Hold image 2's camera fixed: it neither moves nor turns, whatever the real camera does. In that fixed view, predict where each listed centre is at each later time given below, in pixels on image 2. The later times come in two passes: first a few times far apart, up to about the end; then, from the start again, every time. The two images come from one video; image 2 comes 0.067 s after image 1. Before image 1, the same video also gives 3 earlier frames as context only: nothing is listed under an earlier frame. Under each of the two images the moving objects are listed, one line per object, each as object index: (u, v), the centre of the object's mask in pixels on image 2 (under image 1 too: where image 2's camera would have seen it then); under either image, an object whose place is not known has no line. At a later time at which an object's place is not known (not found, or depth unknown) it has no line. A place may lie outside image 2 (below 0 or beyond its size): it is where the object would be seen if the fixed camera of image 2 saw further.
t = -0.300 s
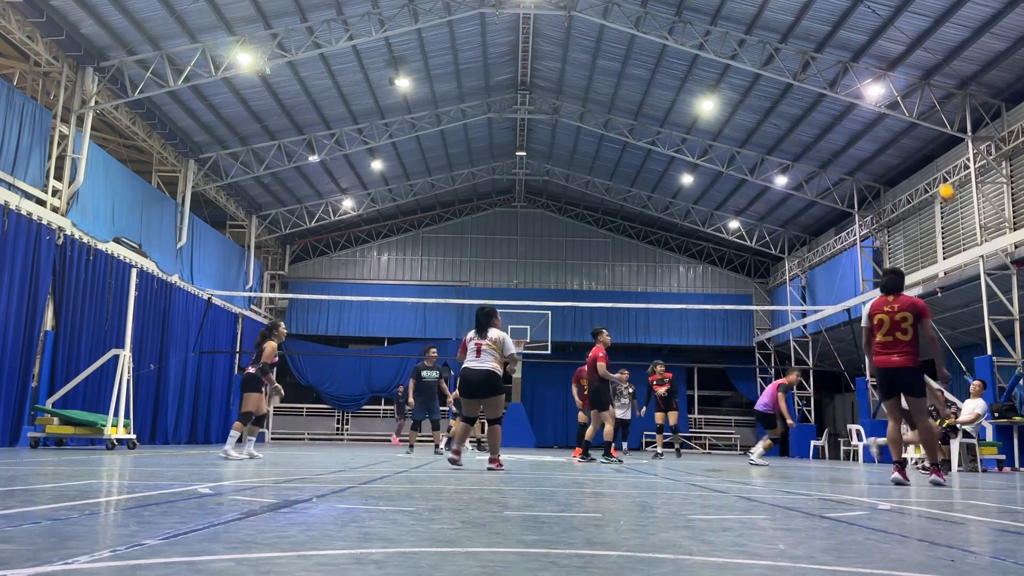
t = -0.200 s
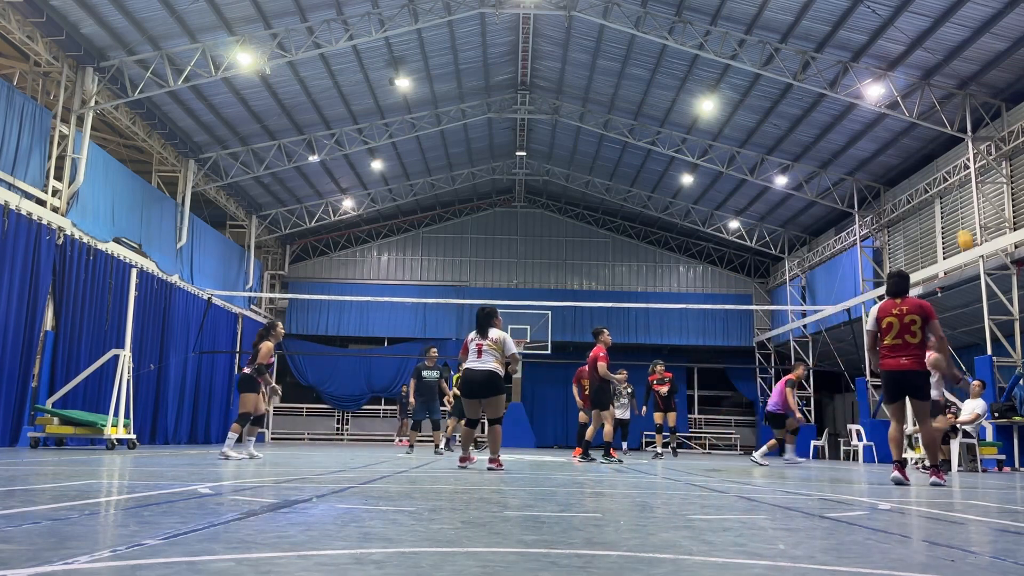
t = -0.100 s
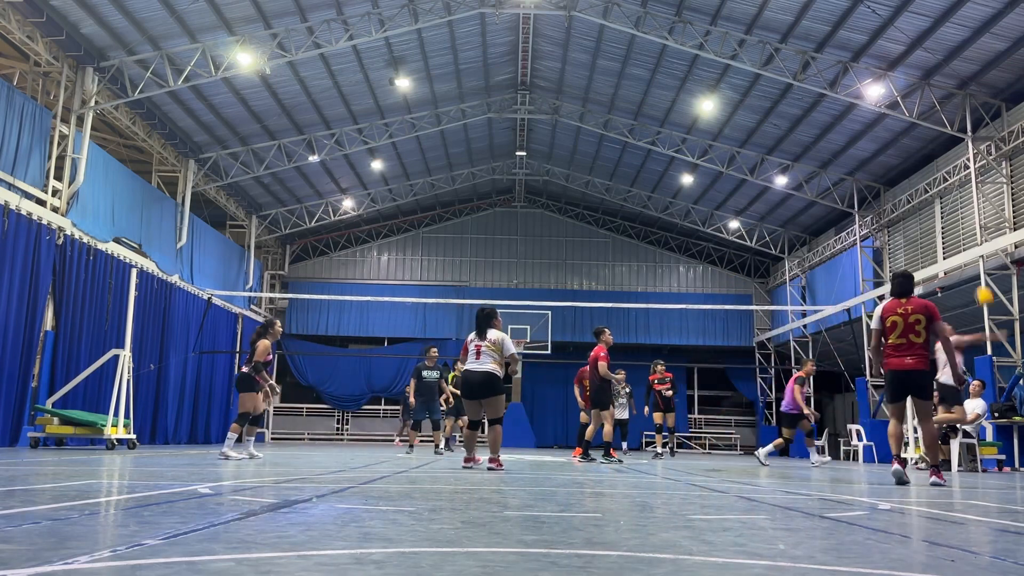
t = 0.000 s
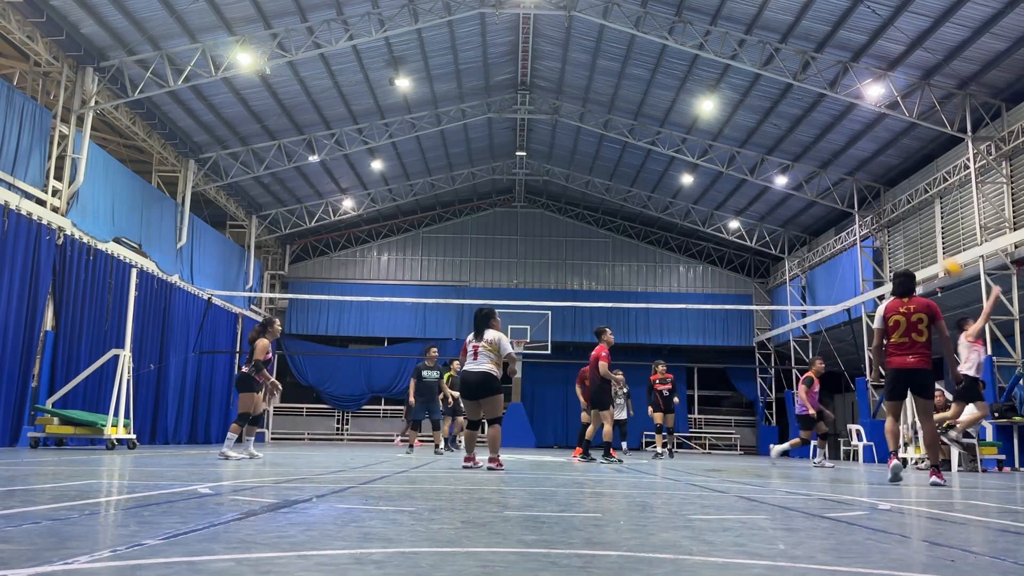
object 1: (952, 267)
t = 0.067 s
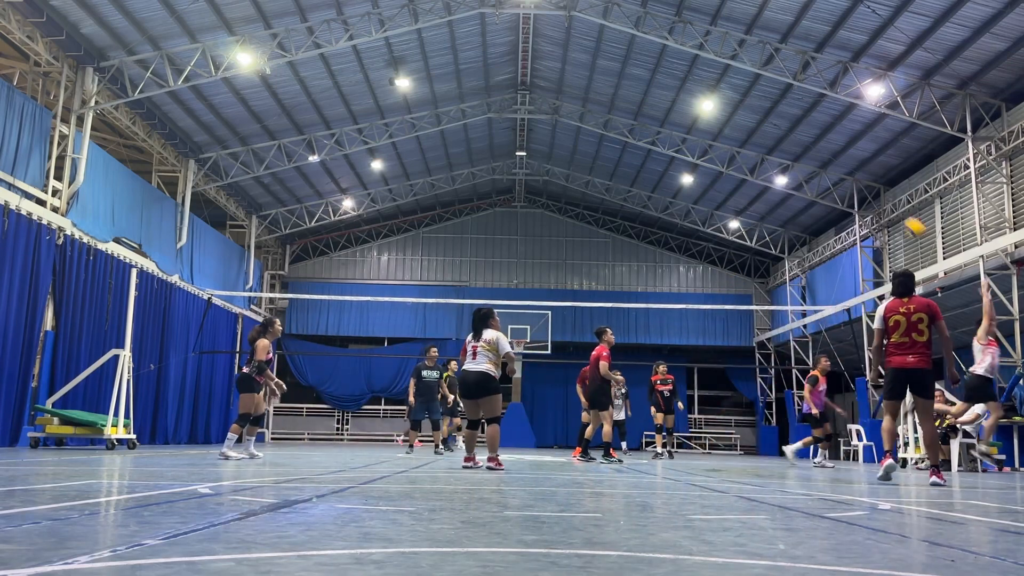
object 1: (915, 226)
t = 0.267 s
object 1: (814, 141)
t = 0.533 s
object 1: (696, 87)
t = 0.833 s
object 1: (581, 92)
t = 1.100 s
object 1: (491, 143)
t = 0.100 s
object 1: (896, 209)
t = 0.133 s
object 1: (880, 193)
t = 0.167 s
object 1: (863, 179)
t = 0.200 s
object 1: (847, 166)
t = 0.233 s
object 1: (829, 153)
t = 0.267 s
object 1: (814, 141)
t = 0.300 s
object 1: (798, 131)
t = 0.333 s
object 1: (783, 122)
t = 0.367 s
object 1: (768, 114)
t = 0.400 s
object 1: (753, 106)
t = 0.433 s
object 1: (738, 100)
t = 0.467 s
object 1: (724, 94)
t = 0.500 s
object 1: (709, 90)
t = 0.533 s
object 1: (696, 87)
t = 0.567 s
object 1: (682, 86)
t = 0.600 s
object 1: (669, 83)
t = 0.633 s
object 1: (656, 82)
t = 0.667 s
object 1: (643, 82)
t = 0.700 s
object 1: (631, 82)
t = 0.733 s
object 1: (618, 83)
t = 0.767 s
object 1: (606, 85)
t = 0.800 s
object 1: (593, 88)
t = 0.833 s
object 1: (581, 92)
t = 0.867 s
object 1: (569, 96)
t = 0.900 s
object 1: (558, 100)
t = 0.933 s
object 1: (546, 106)
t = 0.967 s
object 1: (535, 112)
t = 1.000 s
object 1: (524, 119)
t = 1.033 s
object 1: (512, 127)
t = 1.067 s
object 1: (502, 134)
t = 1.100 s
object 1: (491, 143)
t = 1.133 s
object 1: (480, 153)
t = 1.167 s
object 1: (470, 163)
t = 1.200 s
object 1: (459, 173)
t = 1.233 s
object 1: (448, 185)
